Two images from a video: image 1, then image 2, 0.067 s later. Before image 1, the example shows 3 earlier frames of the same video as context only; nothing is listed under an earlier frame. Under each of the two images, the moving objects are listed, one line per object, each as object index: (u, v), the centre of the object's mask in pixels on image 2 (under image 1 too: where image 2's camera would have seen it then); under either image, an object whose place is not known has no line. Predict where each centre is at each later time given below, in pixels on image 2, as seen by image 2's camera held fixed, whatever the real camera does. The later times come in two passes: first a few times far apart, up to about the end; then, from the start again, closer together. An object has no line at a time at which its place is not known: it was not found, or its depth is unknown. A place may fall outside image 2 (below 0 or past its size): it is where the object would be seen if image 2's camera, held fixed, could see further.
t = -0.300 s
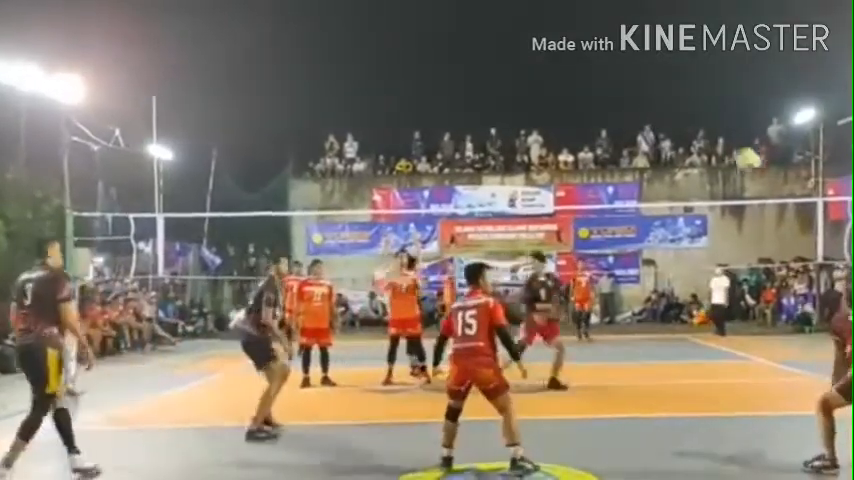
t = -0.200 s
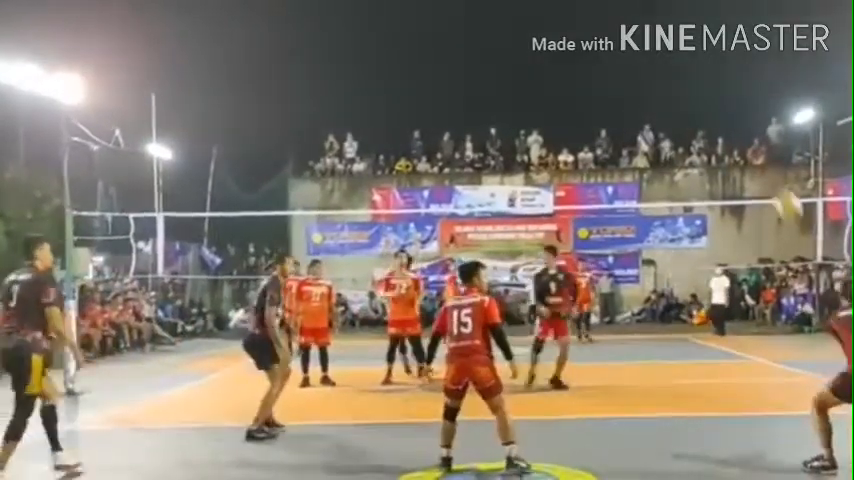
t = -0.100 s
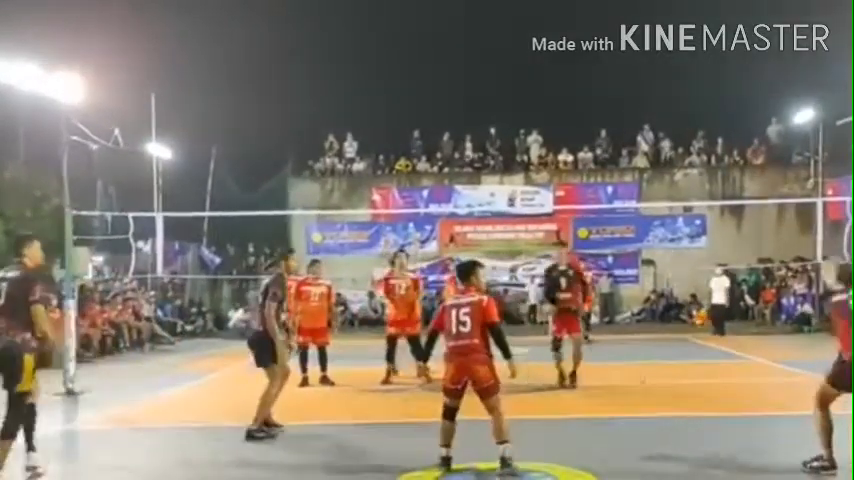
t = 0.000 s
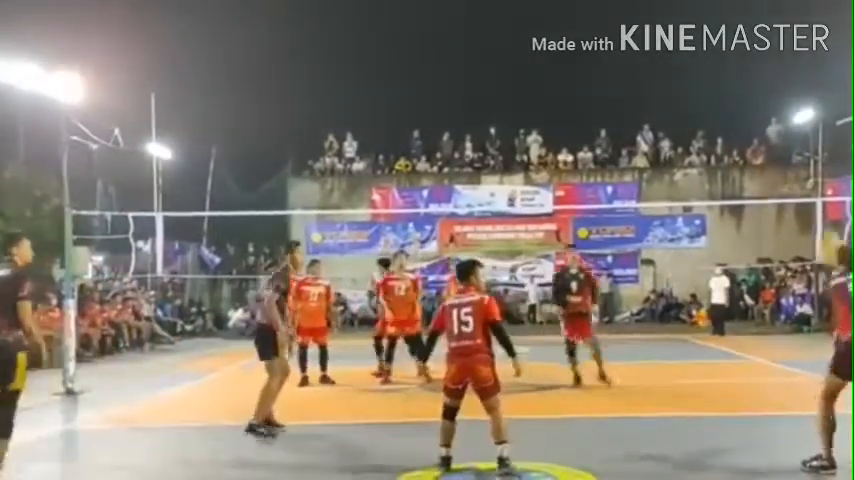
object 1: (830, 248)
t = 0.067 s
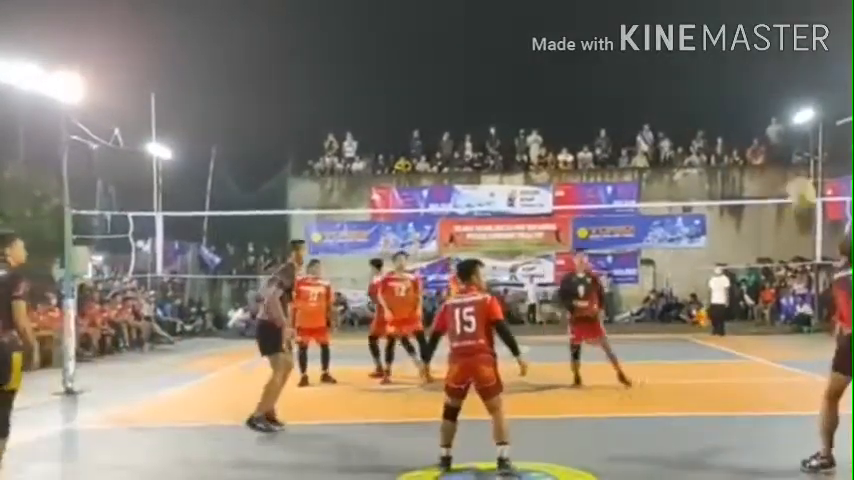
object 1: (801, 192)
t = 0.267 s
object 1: (730, 79)
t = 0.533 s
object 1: (654, 11)
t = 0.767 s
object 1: (596, 12)
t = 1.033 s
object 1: (543, 67)
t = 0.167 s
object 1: (765, 129)
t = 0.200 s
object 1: (753, 111)
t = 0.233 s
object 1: (742, 94)
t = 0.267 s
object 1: (730, 79)
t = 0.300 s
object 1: (720, 66)
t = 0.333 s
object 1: (710, 55)
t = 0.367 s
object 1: (700, 44)
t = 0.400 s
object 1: (691, 35)
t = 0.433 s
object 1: (682, 27)
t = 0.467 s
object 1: (671, 19)
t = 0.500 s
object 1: (662, 14)
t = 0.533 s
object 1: (654, 11)
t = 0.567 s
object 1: (645, 9)
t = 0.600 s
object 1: (636, 8)
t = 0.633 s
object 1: (627, 8)
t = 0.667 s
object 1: (620, 8)
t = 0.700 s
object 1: (612, 8)
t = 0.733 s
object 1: (604, 10)
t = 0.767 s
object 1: (596, 12)
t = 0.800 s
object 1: (589, 14)
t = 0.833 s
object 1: (582, 20)
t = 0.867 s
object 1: (575, 26)
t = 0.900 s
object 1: (568, 32)
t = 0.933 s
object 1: (562, 37)
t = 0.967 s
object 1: (554, 48)
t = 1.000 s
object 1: (549, 57)
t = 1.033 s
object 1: (543, 67)
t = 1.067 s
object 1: (538, 77)
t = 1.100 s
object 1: (532, 89)
